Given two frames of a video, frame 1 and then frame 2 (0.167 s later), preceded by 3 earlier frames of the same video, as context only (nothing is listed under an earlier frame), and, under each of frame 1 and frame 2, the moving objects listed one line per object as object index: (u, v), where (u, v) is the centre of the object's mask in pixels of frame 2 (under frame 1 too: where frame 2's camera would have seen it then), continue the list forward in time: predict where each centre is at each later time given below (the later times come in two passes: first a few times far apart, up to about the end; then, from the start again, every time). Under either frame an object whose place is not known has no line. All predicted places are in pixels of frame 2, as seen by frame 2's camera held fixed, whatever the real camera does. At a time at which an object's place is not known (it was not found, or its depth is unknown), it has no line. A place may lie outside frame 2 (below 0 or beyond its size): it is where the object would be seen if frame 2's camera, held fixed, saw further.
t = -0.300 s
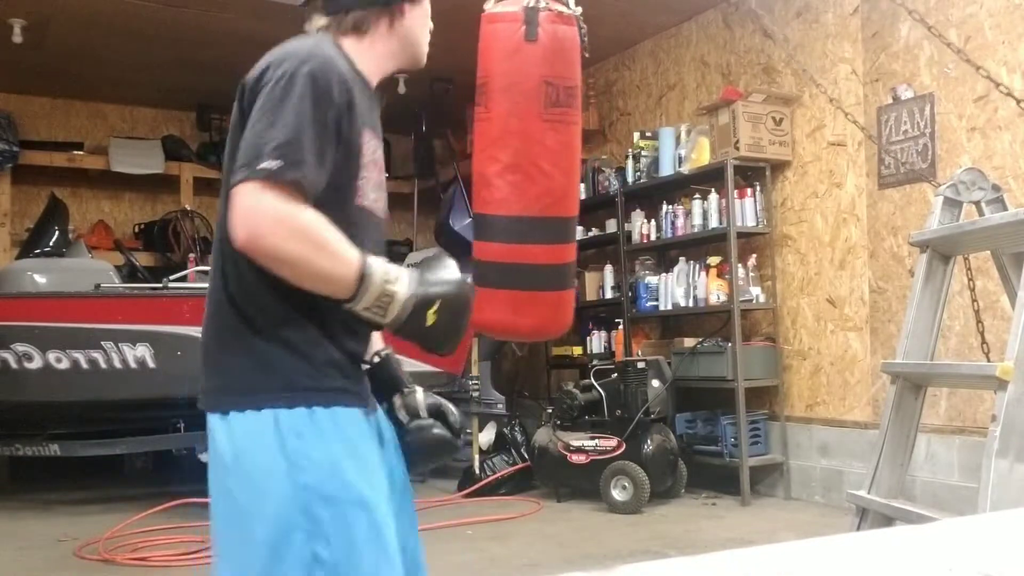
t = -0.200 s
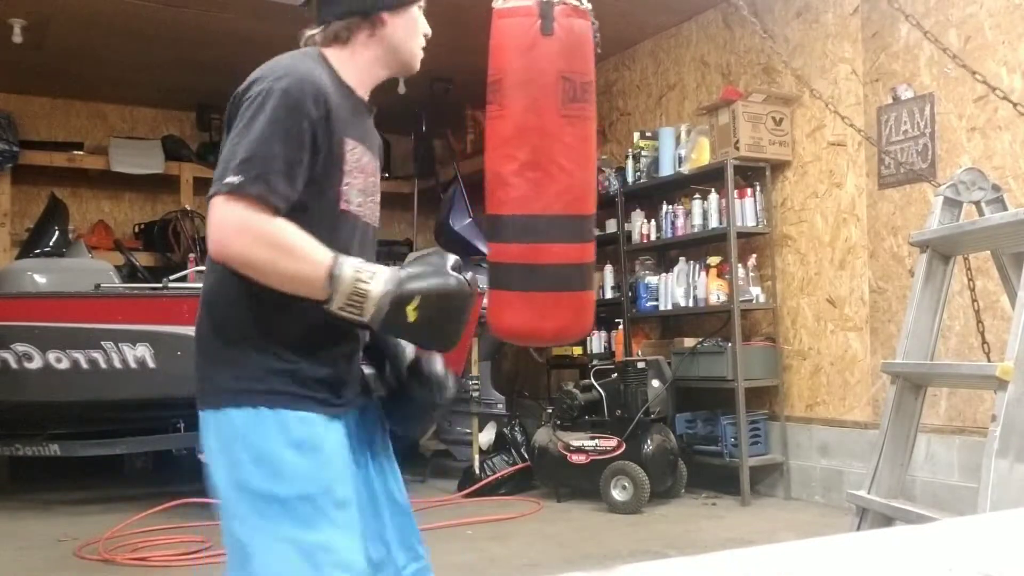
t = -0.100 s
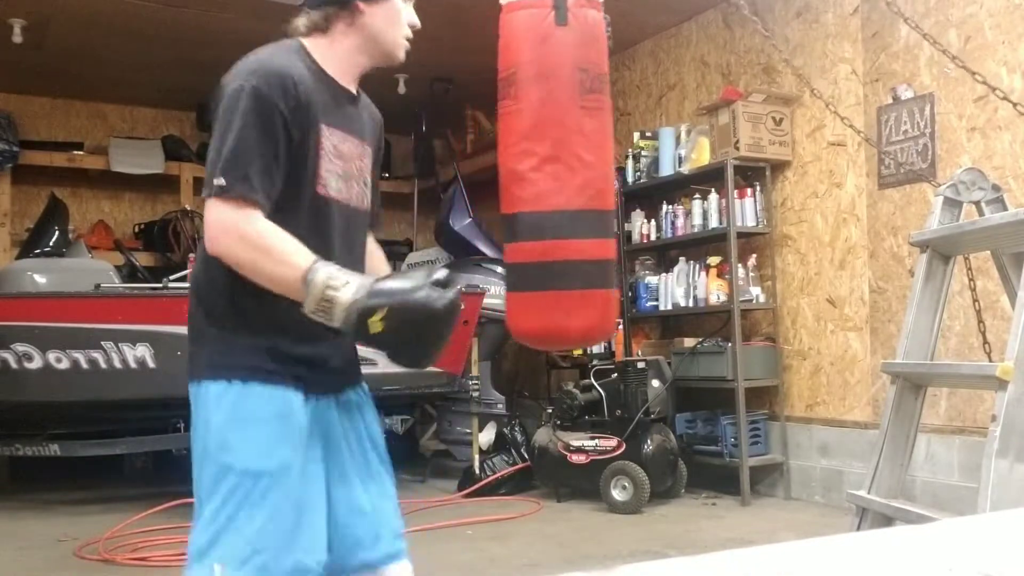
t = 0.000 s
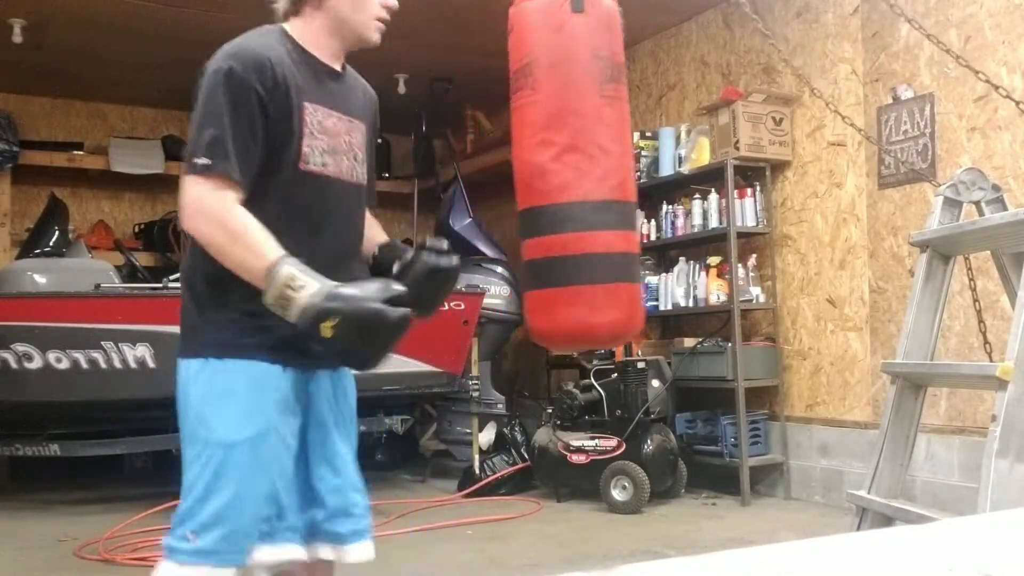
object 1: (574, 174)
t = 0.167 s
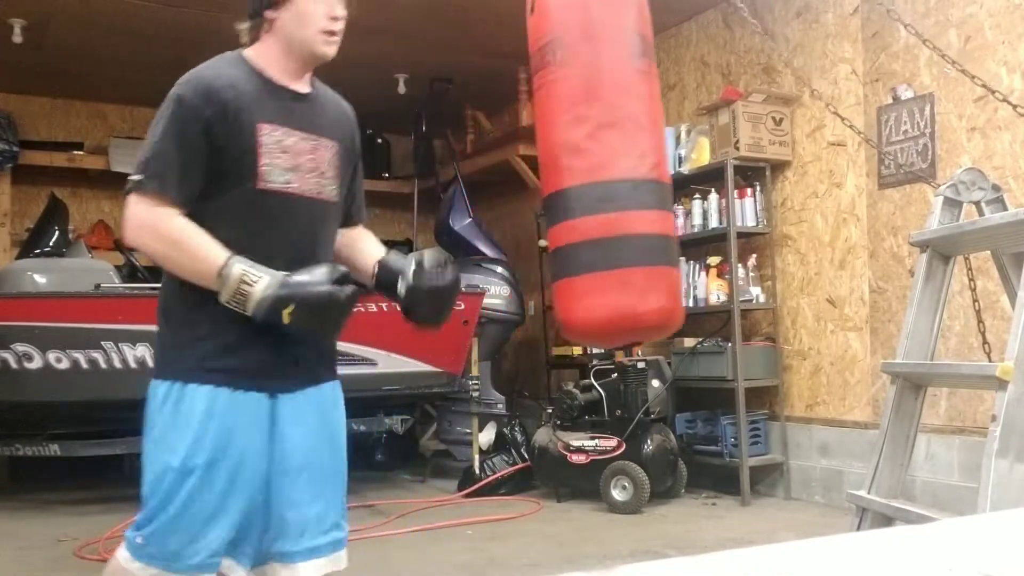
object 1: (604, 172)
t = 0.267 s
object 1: (621, 169)
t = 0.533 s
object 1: (644, 159)
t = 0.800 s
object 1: (623, 161)
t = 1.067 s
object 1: (571, 171)
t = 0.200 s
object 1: (610, 171)
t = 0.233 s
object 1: (616, 170)
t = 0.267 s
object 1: (621, 169)
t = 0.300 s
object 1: (625, 167)
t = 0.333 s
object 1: (630, 166)
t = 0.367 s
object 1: (634, 165)
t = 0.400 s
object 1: (638, 163)
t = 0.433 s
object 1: (641, 162)
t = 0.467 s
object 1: (643, 161)
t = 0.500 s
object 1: (644, 160)
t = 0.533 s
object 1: (644, 159)
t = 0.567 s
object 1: (644, 158)
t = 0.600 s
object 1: (644, 158)
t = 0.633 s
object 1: (642, 158)
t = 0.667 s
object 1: (640, 158)
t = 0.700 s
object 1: (636, 159)
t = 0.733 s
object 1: (632, 159)
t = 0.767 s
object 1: (628, 160)
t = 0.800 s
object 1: (623, 161)
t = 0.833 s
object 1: (617, 162)
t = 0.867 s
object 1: (611, 164)
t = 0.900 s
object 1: (605, 165)
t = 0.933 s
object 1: (597, 166)
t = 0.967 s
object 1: (591, 167)
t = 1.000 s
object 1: (584, 169)
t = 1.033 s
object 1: (578, 170)
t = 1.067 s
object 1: (571, 171)
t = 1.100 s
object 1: (564, 172)
